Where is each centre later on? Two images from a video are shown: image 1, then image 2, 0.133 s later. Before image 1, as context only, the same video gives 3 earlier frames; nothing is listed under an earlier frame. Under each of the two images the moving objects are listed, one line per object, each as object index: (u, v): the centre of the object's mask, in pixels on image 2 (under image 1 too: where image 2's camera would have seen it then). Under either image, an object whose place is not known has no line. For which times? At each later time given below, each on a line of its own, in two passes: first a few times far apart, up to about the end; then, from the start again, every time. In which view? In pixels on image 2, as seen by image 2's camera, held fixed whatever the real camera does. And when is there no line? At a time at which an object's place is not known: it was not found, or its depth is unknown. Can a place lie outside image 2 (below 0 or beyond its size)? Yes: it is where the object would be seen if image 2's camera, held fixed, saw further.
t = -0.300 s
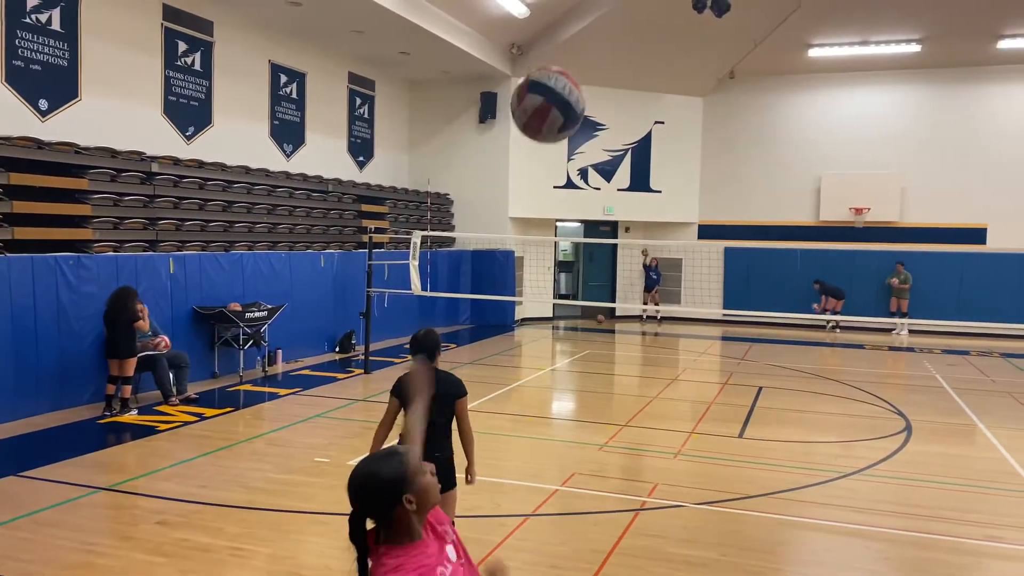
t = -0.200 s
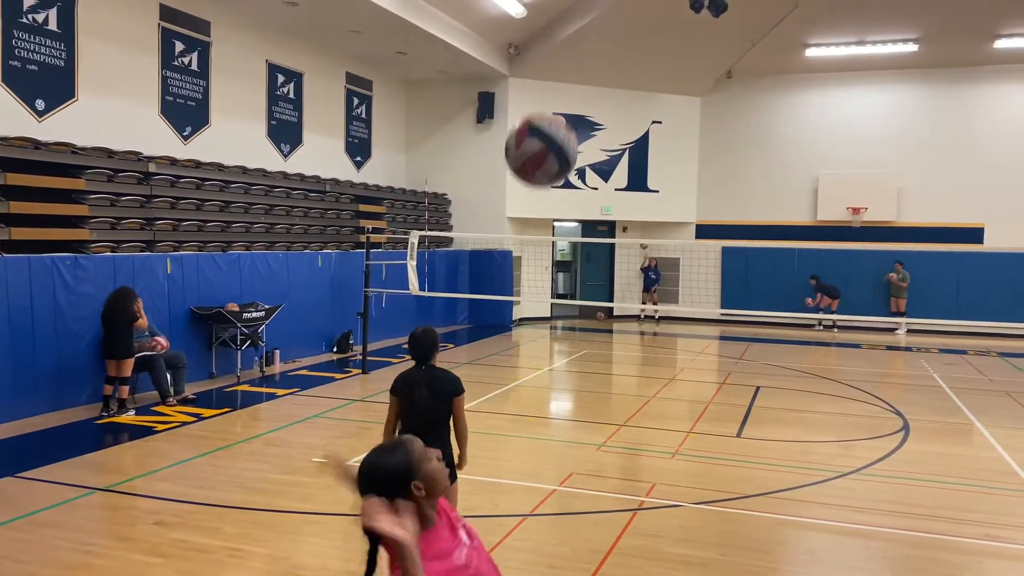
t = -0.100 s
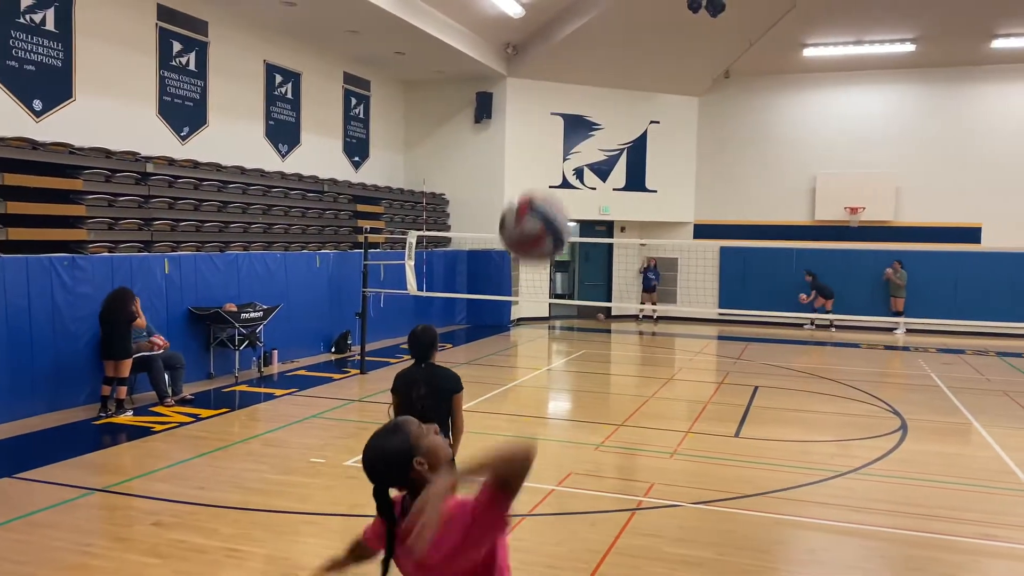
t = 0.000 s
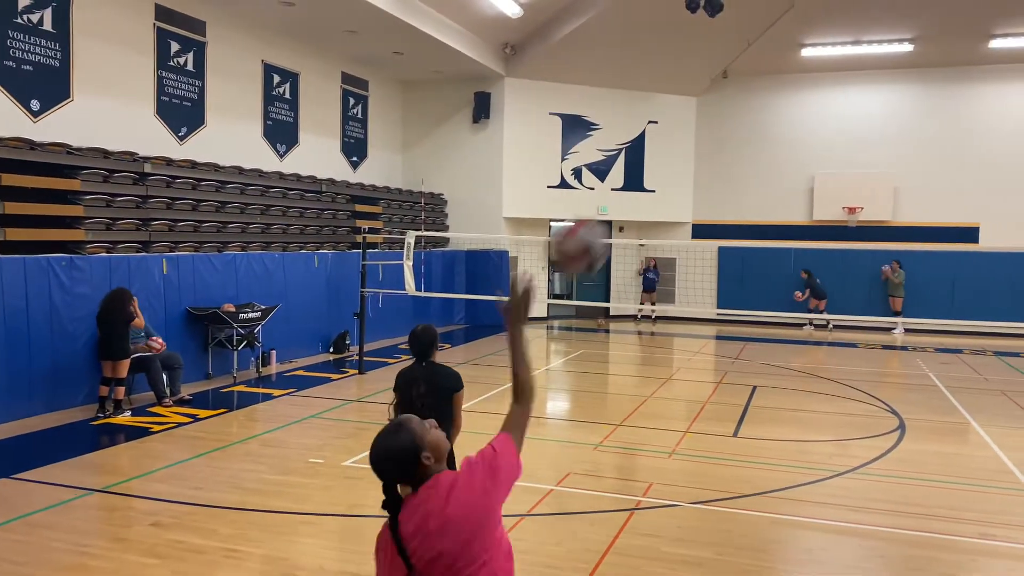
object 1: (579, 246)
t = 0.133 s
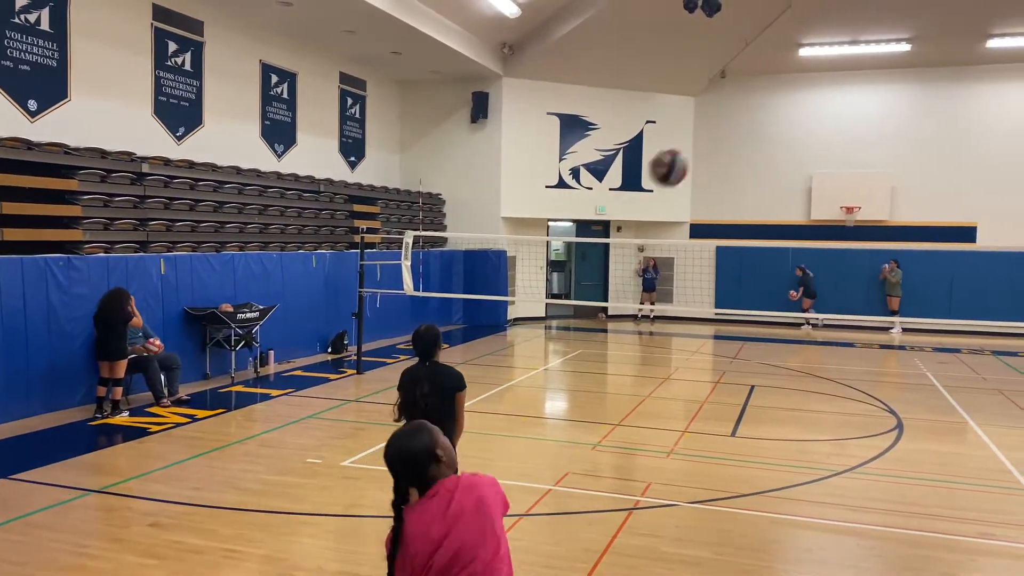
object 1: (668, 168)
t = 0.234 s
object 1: (701, 150)
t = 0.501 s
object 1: (739, 173)
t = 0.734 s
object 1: (748, 223)
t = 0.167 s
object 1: (681, 159)
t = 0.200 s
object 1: (692, 153)
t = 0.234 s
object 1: (701, 150)
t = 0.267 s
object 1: (710, 148)
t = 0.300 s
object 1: (717, 148)
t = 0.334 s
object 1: (723, 150)
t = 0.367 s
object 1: (728, 153)
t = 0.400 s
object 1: (731, 156)
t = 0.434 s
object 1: (735, 161)
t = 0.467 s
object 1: (737, 167)
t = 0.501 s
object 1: (739, 173)
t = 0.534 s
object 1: (741, 179)
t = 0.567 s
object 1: (743, 185)
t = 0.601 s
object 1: (744, 192)
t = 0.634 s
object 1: (745, 199)
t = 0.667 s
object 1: (746, 207)
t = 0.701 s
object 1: (747, 214)
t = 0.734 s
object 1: (748, 223)
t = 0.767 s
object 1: (747, 231)
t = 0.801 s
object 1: (747, 236)
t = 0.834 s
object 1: (748, 250)
